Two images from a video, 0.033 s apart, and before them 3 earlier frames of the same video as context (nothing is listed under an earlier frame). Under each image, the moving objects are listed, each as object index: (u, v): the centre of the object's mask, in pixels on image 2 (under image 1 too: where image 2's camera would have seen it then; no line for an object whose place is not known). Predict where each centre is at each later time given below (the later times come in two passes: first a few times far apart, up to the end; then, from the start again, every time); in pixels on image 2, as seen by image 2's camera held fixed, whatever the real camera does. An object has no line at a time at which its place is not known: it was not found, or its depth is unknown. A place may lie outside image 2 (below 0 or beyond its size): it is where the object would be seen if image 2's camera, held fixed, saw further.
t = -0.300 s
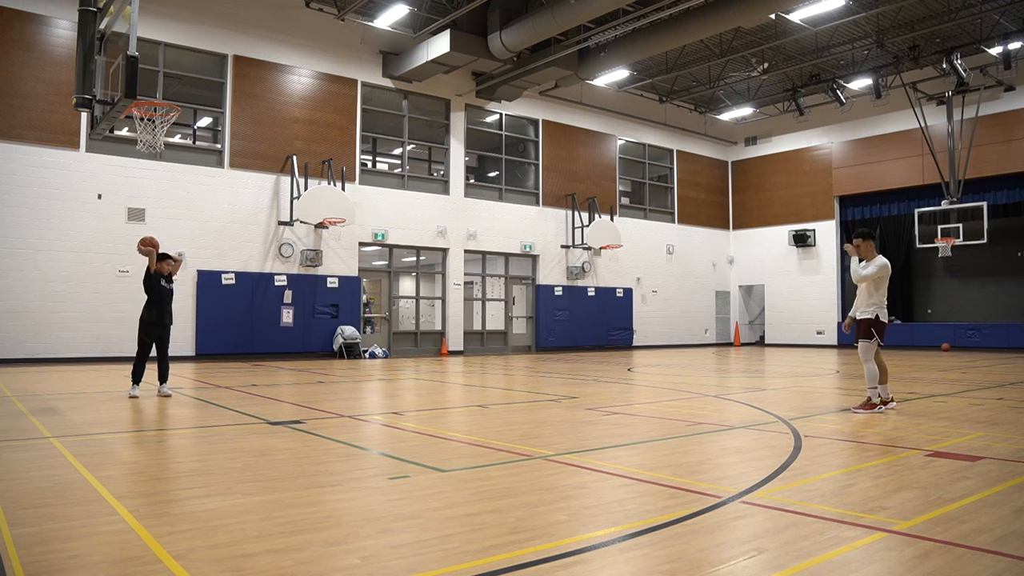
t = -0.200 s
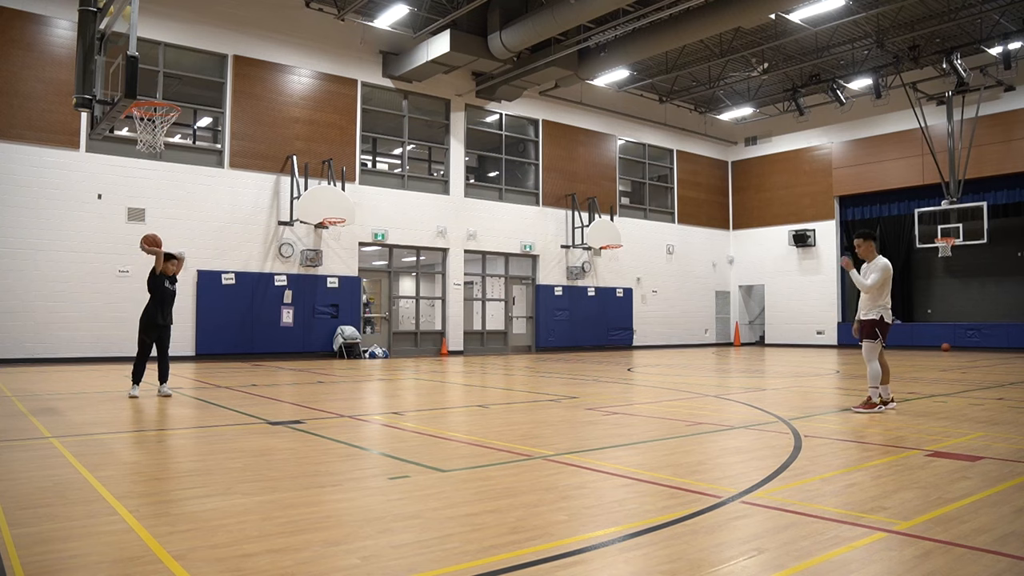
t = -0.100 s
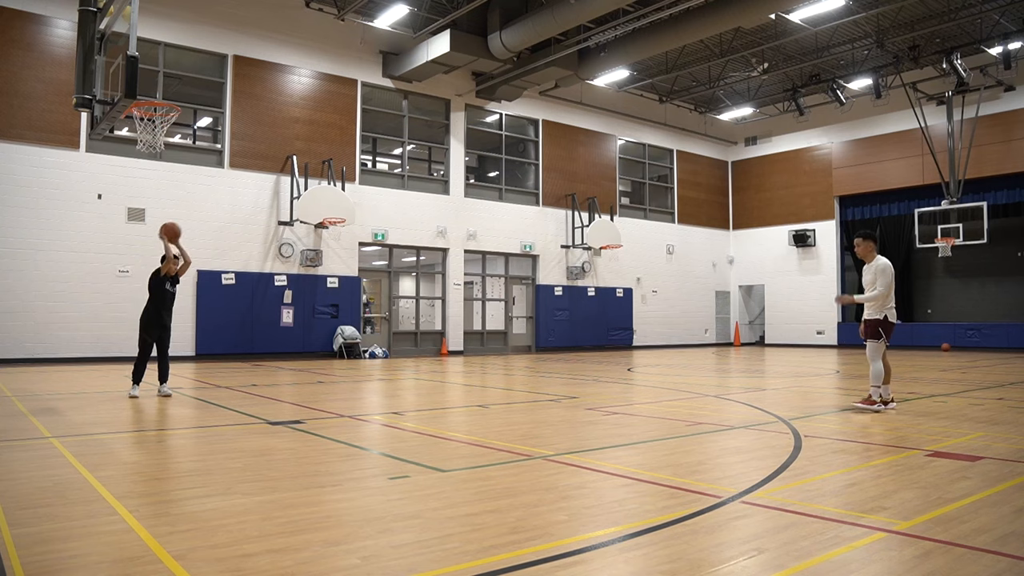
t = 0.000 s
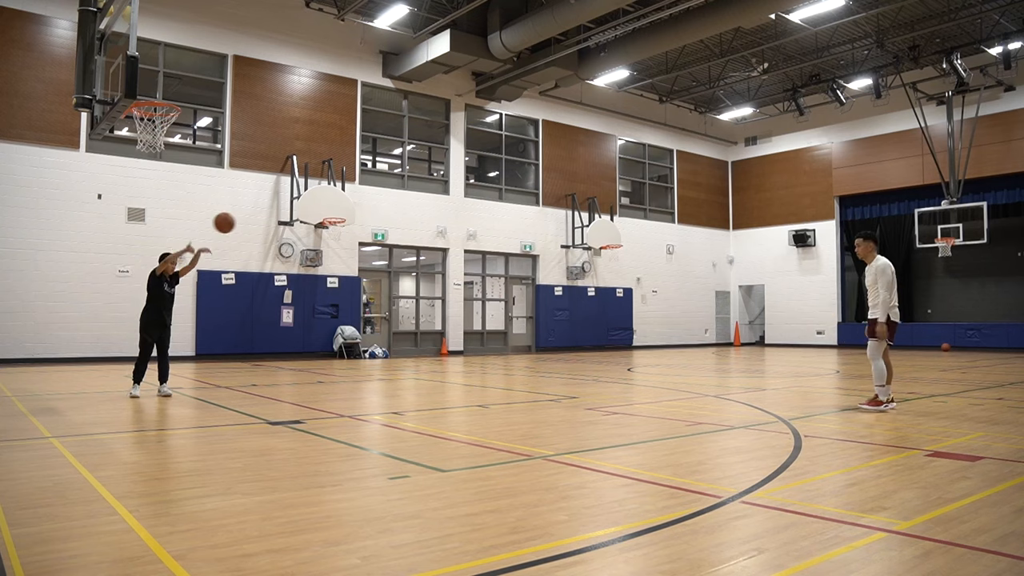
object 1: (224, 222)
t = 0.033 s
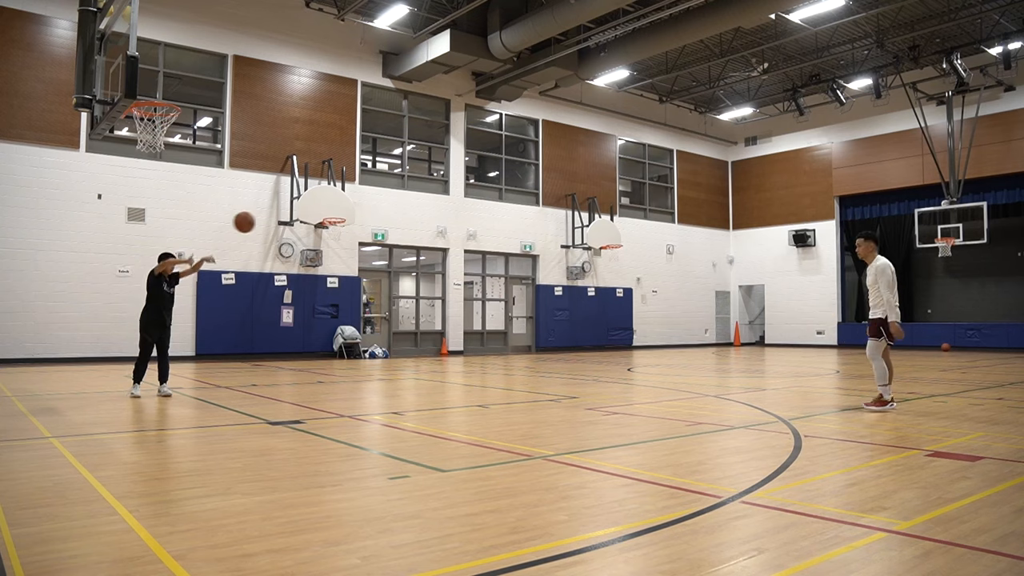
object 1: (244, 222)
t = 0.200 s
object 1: (346, 234)
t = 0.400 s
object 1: (476, 281)
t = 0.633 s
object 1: (634, 387)
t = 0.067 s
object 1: (264, 222)
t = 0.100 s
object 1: (284, 223)
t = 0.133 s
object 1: (305, 226)
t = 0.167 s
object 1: (325, 229)
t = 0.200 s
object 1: (346, 234)
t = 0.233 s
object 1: (367, 238)
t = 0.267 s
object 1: (390, 245)
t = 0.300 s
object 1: (411, 252)
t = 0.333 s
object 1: (432, 261)
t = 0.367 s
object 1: (455, 270)
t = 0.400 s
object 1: (476, 281)
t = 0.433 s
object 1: (498, 293)
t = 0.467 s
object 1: (521, 306)
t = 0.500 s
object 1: (544, 320)
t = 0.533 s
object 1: (566, 335)
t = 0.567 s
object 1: (588, 351)
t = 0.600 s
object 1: (611, 369)
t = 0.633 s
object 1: (634, 387)
